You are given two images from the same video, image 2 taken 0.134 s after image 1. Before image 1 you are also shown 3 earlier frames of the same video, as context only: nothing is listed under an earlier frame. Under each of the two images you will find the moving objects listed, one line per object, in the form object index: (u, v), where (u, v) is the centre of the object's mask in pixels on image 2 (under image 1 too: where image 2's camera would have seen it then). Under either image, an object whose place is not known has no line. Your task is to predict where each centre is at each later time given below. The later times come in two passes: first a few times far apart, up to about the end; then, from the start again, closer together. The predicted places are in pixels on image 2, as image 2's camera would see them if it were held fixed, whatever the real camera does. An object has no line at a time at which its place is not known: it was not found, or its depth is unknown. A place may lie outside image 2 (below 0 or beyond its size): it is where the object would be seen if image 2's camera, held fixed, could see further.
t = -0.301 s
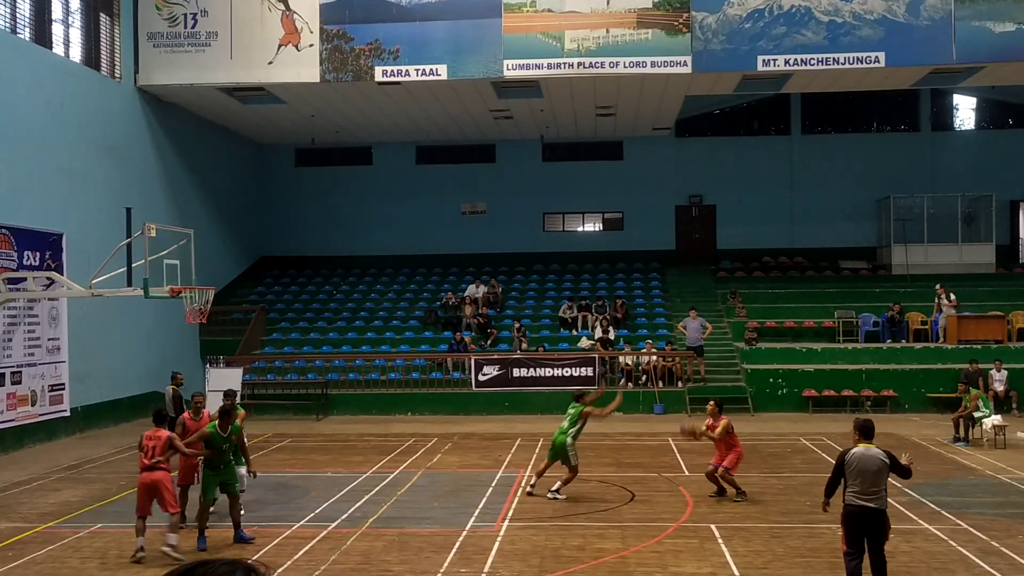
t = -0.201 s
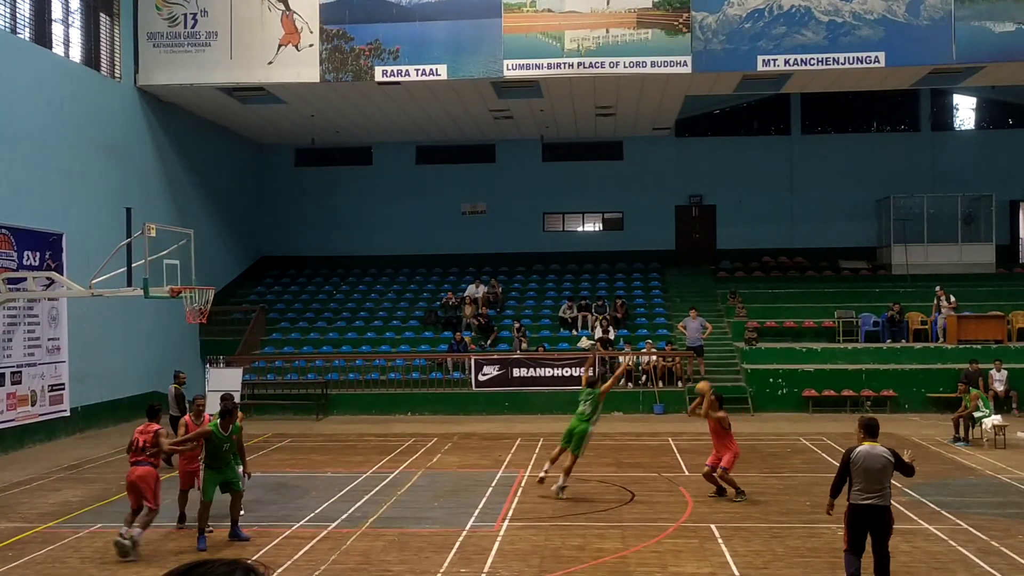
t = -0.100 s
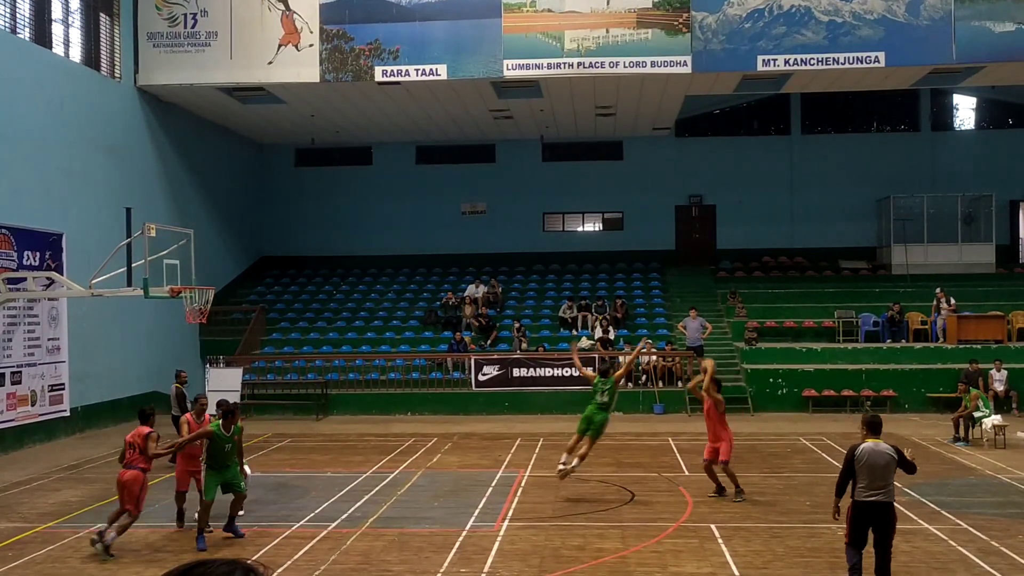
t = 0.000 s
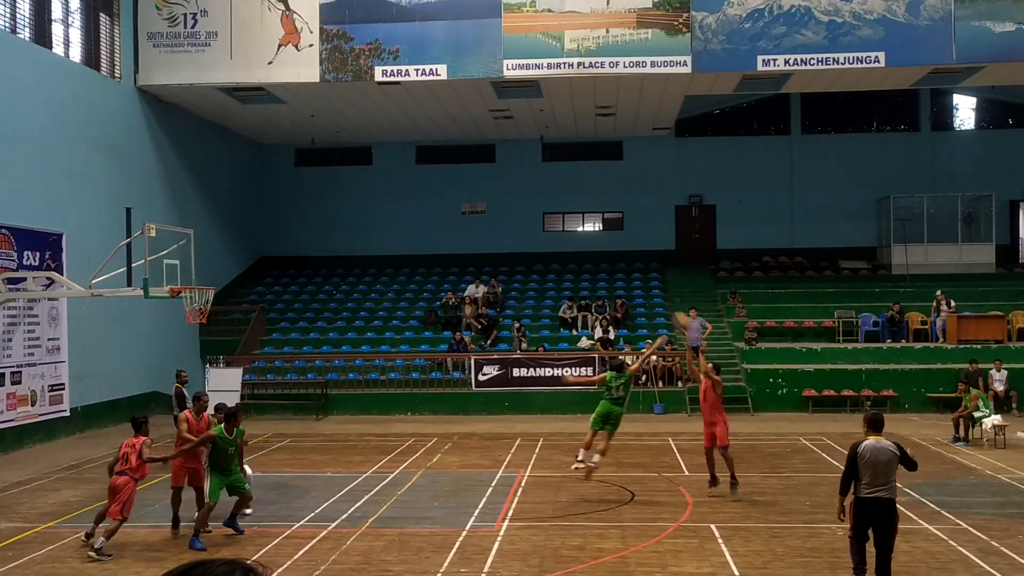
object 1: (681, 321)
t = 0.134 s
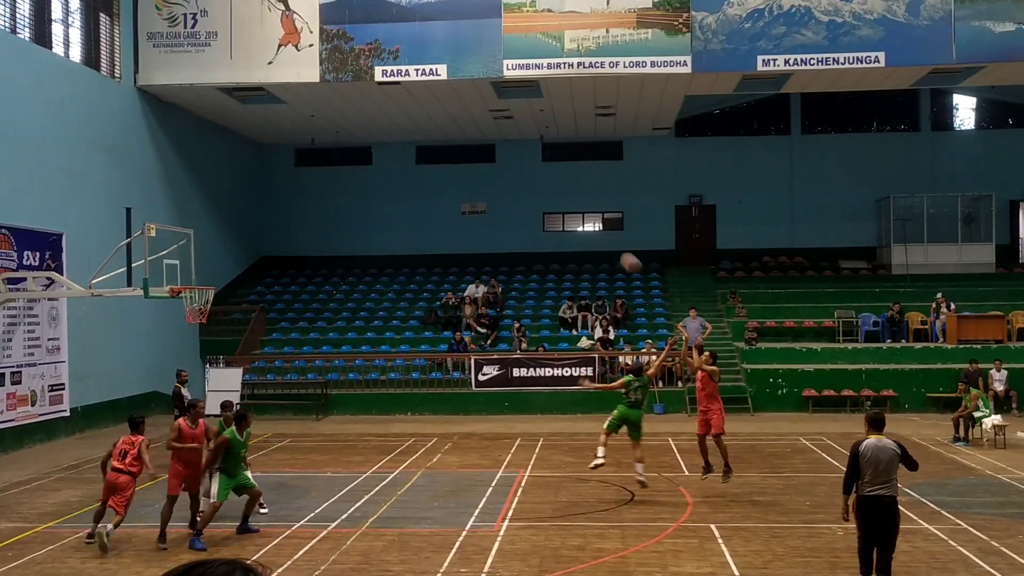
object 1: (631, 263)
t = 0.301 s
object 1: (568, 205)
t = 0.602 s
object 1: (460, 152)
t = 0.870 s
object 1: (367, 154)
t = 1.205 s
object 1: (255, 221)
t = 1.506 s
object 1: (176, 306)
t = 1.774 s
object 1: (184, 318)
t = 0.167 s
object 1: (618, 251)
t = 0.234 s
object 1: (592, 225)
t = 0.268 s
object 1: (580, 214)
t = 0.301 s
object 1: (568, 205)
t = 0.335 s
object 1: (556, 196)
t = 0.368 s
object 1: (544, 188)
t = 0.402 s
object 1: (532, 180)
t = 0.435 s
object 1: (519, 174)
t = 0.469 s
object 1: (507, 167)
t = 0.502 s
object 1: (496, 162)
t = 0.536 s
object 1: (484, 158)
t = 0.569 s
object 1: (472, 155)
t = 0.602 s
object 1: (460, 152)
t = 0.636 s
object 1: (448, 150)
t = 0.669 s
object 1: (437, 148)
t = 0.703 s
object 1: (425, 147)
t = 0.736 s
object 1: (413, 146)
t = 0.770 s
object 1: (402, 147)
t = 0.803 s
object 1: (391, 149)
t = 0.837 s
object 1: (379, 150)
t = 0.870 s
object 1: (367, 154)
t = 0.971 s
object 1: (335, 165)
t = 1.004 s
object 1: (322, 171)
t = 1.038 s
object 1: (311, 178)
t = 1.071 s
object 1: (300, 185)
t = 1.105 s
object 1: (289, 193)
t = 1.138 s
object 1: (277, 202)
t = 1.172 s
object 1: (266, 211)
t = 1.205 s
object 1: (255, 221)
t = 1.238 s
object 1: (243, 230)
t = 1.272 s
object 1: (233, 242)
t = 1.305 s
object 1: (221, 255)
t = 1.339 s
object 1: (211, 268)
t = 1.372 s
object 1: (201, 280)
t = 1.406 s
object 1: (187, 292)
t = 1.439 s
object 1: (181, 305)
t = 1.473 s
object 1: (179, 305)
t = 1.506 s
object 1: (176, 306)
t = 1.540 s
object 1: (175, 306)
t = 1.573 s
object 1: (175, 306)
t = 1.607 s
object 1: (175, 307)
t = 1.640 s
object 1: (177, 308)
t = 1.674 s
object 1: (179, 310)
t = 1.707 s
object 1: (180, 313)
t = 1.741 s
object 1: (182, 314)
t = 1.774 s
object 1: (184, 318)
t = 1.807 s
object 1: (186, 320)
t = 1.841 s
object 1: (189, 325)
